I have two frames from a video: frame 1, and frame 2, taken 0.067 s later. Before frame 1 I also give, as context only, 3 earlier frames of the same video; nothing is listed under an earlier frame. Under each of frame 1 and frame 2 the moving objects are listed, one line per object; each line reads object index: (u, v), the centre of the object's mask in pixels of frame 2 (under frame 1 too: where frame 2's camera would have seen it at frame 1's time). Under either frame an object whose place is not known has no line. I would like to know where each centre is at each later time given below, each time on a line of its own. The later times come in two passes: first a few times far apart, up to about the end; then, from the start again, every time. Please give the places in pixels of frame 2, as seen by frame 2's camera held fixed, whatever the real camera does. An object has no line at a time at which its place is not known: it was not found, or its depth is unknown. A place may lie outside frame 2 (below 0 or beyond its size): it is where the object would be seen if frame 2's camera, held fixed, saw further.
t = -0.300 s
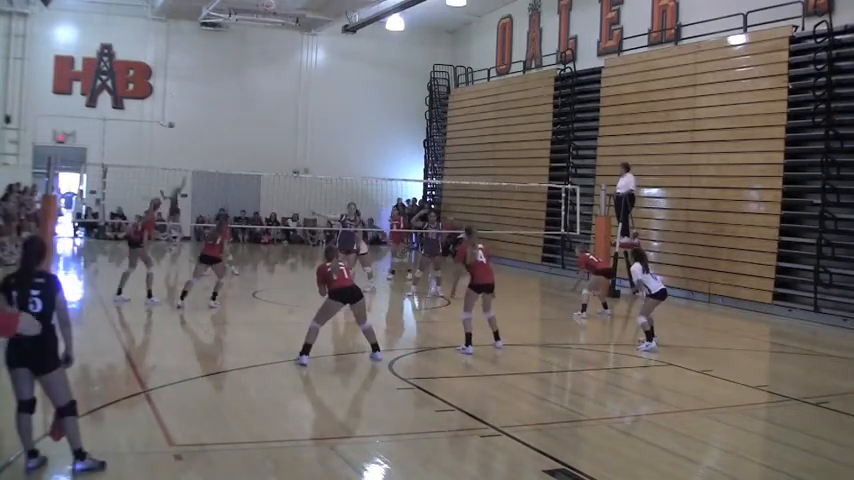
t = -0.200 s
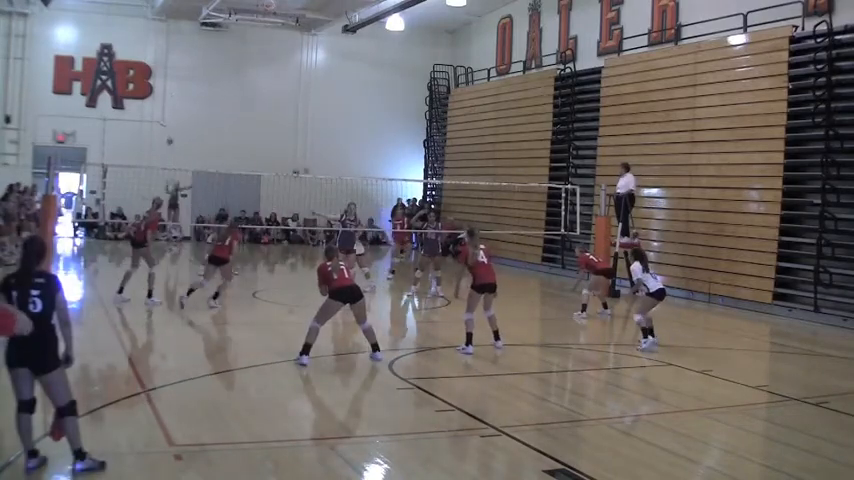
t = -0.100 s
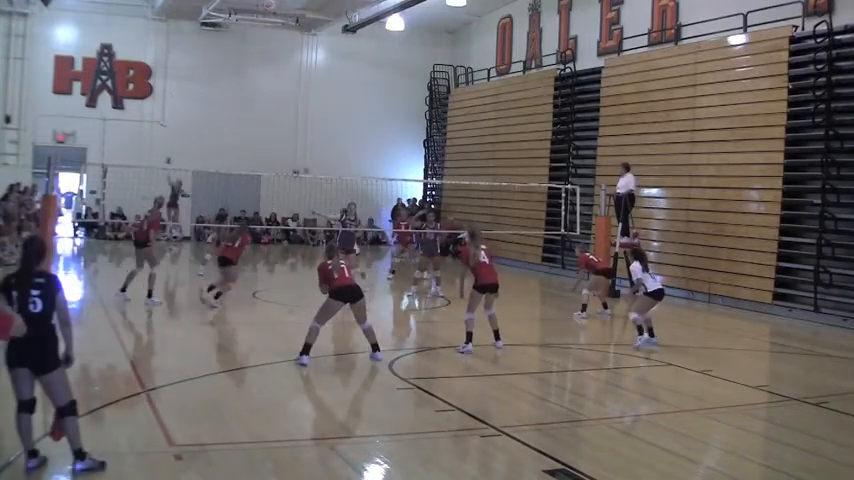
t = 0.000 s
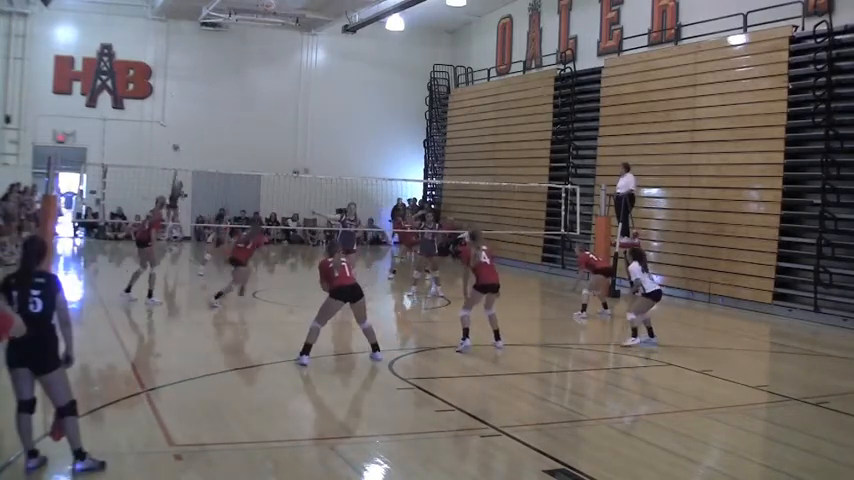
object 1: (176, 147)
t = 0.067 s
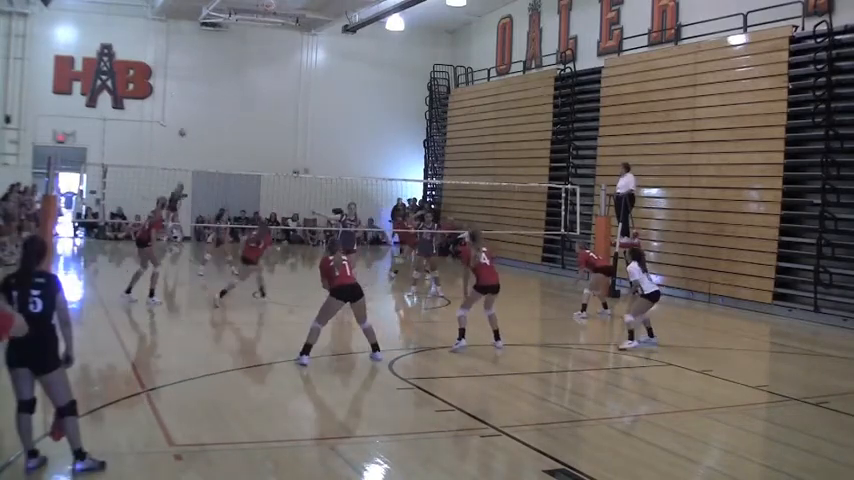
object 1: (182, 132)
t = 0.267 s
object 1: (205, 96)
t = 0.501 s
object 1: (241, 74)
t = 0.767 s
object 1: (296, 87)
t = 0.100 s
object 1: (185, 126)
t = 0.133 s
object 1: (189, 119)
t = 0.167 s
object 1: (193, 113)
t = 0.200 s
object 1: (196, 106)
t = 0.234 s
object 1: (201, 101)
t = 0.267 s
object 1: (205, 96)
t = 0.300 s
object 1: (210, 92)
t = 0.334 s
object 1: (215, 88)
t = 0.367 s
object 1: (219, 84)
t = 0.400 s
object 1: (225, 81)
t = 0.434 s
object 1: (230, 77)
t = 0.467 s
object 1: (235, 77)
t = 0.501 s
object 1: (241, 74)
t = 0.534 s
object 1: (247, 73)
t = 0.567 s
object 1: (253, 74)
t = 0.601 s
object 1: (259, 73)
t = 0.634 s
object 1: (265, 75)
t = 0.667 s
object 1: (274, 76)
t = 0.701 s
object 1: (281, 80)
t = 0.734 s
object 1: (290, 82)
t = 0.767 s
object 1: (296, 87)
